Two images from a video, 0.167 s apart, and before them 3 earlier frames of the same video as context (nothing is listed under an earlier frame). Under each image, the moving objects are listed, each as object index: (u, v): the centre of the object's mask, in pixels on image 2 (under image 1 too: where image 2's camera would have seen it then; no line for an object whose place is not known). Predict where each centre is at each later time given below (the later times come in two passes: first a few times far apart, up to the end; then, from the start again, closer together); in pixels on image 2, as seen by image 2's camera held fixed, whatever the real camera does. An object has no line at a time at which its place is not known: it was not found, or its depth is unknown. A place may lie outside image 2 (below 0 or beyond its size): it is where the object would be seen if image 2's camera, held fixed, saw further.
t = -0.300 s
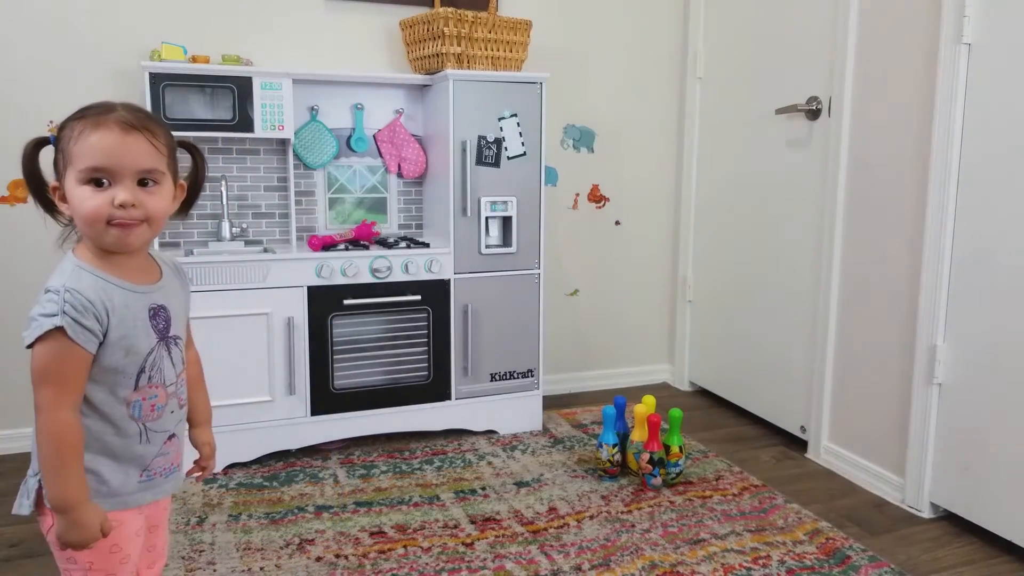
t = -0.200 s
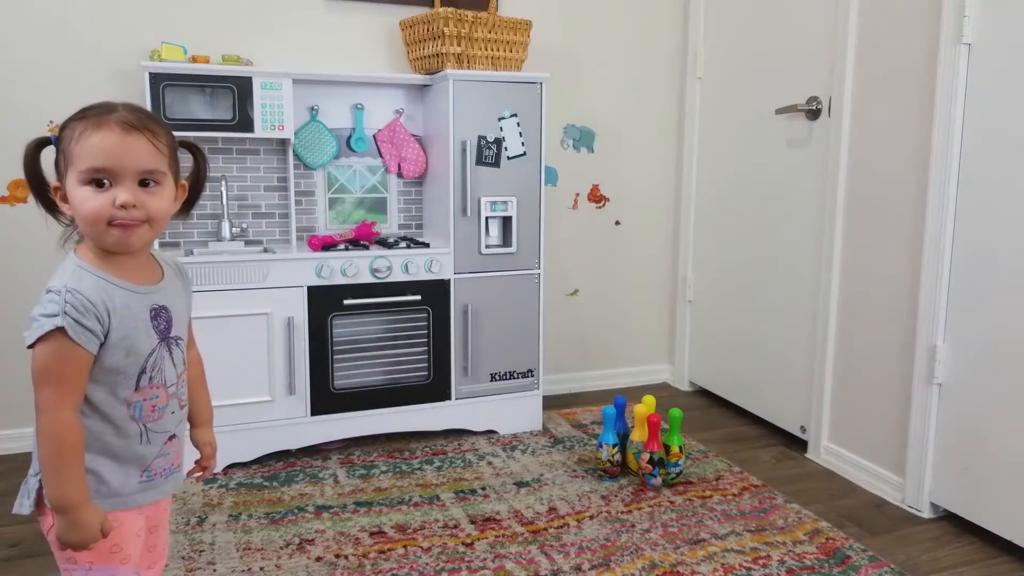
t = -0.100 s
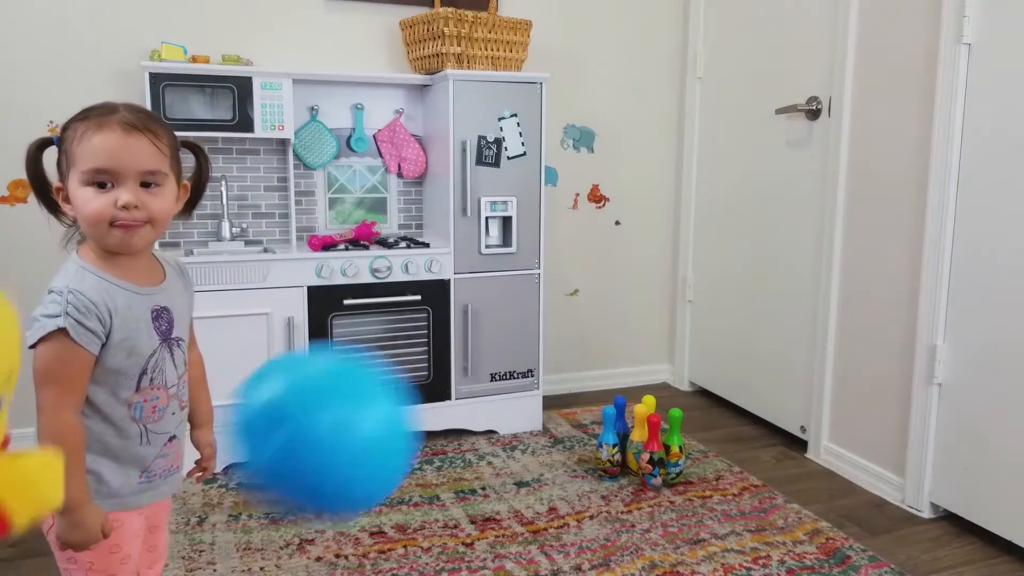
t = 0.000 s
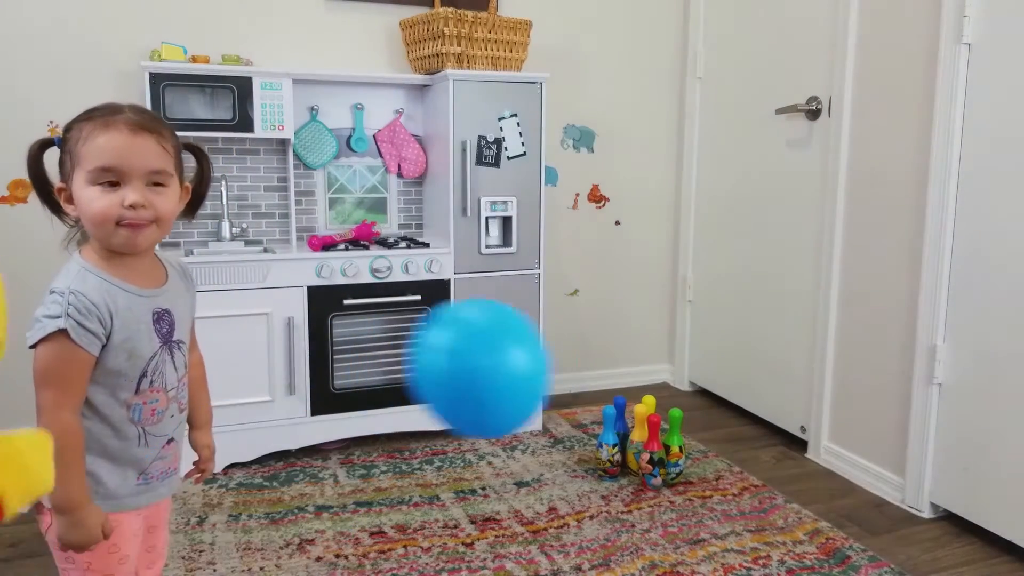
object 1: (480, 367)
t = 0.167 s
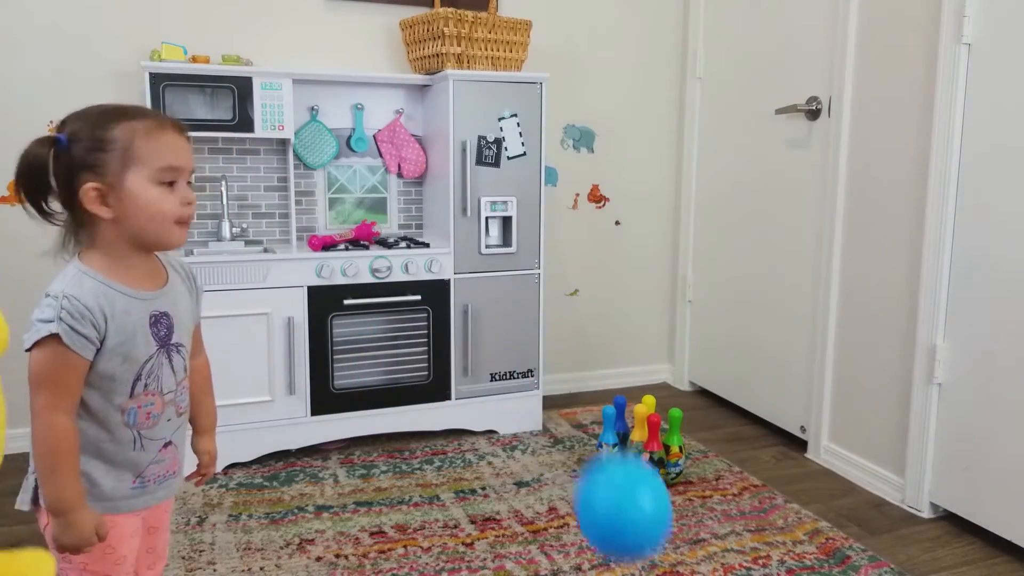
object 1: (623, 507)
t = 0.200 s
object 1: (641, 543)
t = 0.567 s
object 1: (684, 496)
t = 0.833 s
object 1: (688, 548)
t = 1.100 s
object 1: (716, 514)
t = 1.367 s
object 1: (741, 484)
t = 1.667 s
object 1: (762, 452)
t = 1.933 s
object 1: (778, 432)
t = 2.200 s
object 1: (742, 420)
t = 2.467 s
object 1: (716, 410)
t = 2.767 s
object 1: (685, 397)
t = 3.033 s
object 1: (664, 389)
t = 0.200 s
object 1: (641, 543)
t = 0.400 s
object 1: (683, 561)
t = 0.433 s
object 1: (684, 545)
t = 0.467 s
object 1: (684, 525)
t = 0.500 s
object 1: (684, 508)
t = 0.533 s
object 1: (684, 498)
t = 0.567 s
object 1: (684, 496)
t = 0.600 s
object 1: (684, 499)
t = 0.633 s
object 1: (682, 509)
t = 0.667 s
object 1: (681, 524)
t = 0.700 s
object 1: (679, 545)
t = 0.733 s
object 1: (677, 560)
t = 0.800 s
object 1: (682, 559)
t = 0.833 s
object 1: (688, 548)
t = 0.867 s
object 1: (693, 534)
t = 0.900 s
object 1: (698, 526)
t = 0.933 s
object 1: (702, 524)
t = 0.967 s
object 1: (706, 526)
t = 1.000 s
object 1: (709, 534)
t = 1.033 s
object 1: (712, 533)
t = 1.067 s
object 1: (714, 521)
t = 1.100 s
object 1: (716, 514)
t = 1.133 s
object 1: (718, 512)
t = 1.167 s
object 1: (719, 512)
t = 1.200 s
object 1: (723, 505)
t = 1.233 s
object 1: (727, 502)
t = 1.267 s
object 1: (731, 497)
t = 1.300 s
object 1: (735, 492)
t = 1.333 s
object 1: (738, 488)
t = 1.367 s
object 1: (741, 484)
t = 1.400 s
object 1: (743, 480)
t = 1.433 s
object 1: (745, 477)
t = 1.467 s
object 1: (747, 473)
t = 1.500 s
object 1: (749, 469)
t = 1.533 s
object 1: (751, 465)
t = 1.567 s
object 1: (753, 461)
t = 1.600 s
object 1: (756, 458)
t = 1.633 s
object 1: (758, 456)
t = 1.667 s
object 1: (762, 452)
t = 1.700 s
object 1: (764, 450)
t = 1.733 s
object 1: (767, 447)
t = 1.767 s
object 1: (769, 445)
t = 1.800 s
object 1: (771, 443)
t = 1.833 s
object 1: (773, 440)
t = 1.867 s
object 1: (775, 437)
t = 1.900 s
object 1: (777, 435)
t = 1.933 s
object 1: (778, 432)
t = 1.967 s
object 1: (777, 430)
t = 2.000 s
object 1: (770, 429)
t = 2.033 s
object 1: (764, 427)
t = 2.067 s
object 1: (759, 426)
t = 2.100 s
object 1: (754, 425)
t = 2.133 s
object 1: (749, 423)
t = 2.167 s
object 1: (746, 421)
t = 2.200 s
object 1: (742, 420)
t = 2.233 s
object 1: (738, 419)
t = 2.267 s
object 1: (735, 418)
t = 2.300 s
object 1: (732, 416)
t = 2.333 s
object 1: (729, 415)
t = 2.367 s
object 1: (726, 413)
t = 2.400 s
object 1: (723, 412)
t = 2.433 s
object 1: (720, 411)
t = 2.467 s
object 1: (716, 410)
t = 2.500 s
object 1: (713, 409)
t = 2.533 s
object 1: (710, 408)
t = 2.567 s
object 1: (706, 407)
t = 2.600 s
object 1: (702, 405)
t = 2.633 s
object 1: (699, 404)
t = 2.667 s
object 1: (695, 403)
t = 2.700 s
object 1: (692, 401)
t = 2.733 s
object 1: (689, 399)
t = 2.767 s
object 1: (685, 397)
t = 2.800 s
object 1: (682, 396)
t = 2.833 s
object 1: (679, 395)
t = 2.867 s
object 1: (676, 394)
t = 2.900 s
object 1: (673, 393)
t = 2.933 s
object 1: (671, 393)
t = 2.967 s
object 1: (668, 392)
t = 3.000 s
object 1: (666, 390)
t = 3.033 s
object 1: (664, 389)
